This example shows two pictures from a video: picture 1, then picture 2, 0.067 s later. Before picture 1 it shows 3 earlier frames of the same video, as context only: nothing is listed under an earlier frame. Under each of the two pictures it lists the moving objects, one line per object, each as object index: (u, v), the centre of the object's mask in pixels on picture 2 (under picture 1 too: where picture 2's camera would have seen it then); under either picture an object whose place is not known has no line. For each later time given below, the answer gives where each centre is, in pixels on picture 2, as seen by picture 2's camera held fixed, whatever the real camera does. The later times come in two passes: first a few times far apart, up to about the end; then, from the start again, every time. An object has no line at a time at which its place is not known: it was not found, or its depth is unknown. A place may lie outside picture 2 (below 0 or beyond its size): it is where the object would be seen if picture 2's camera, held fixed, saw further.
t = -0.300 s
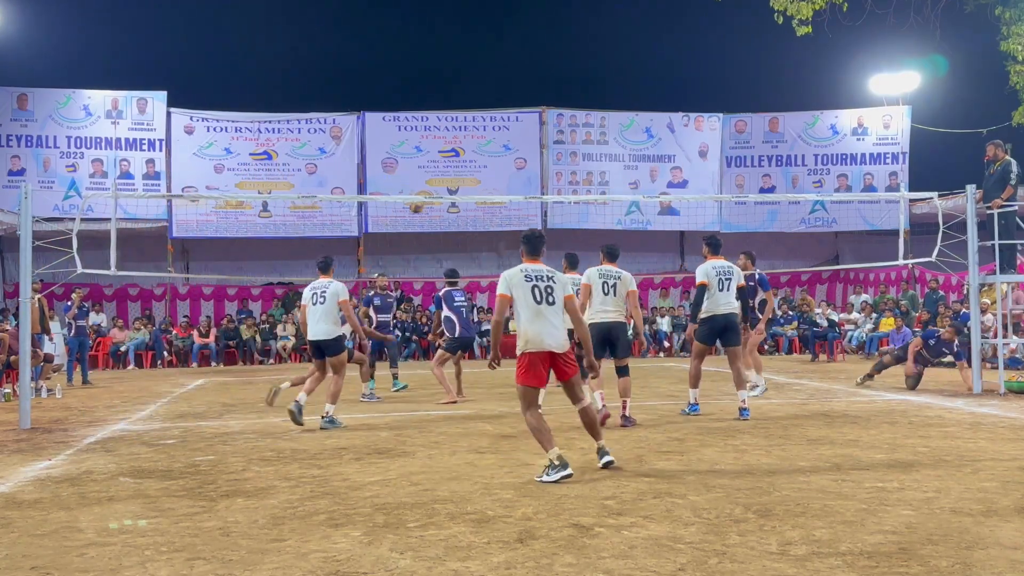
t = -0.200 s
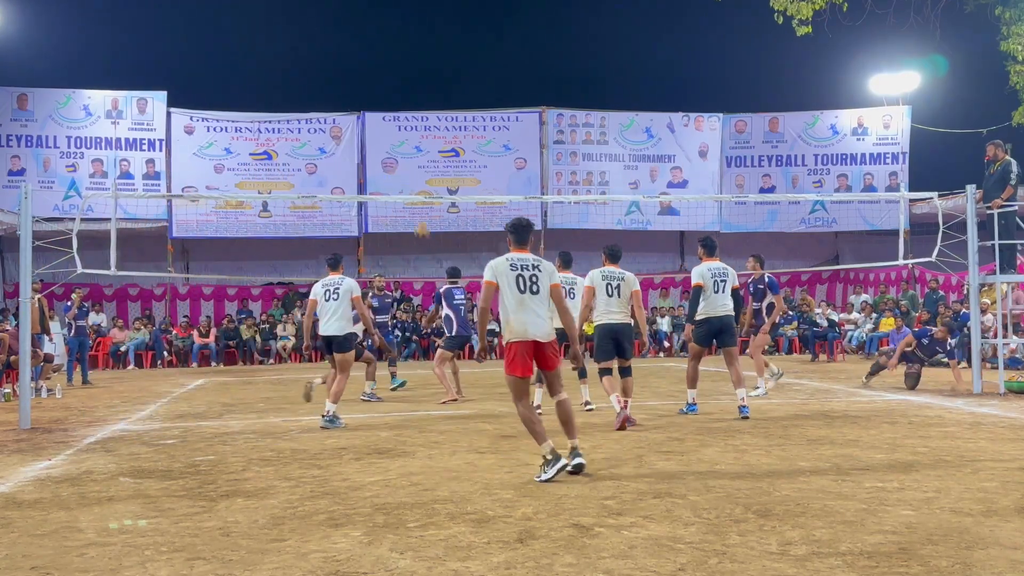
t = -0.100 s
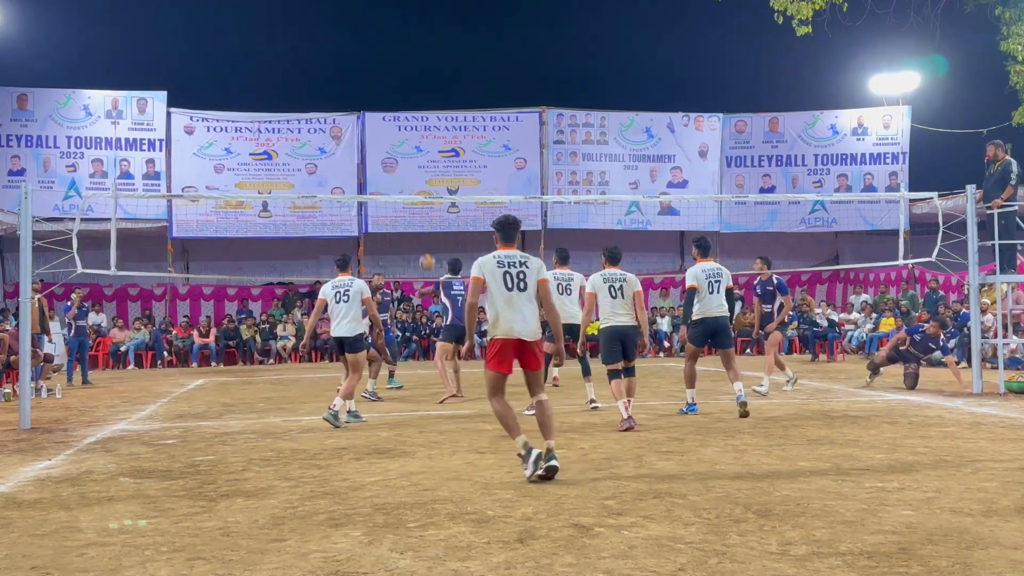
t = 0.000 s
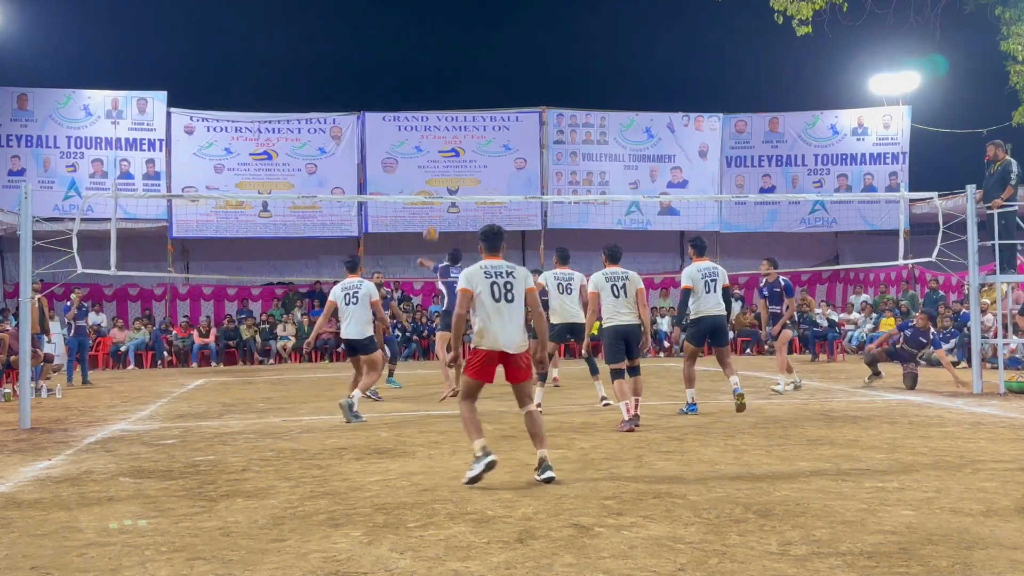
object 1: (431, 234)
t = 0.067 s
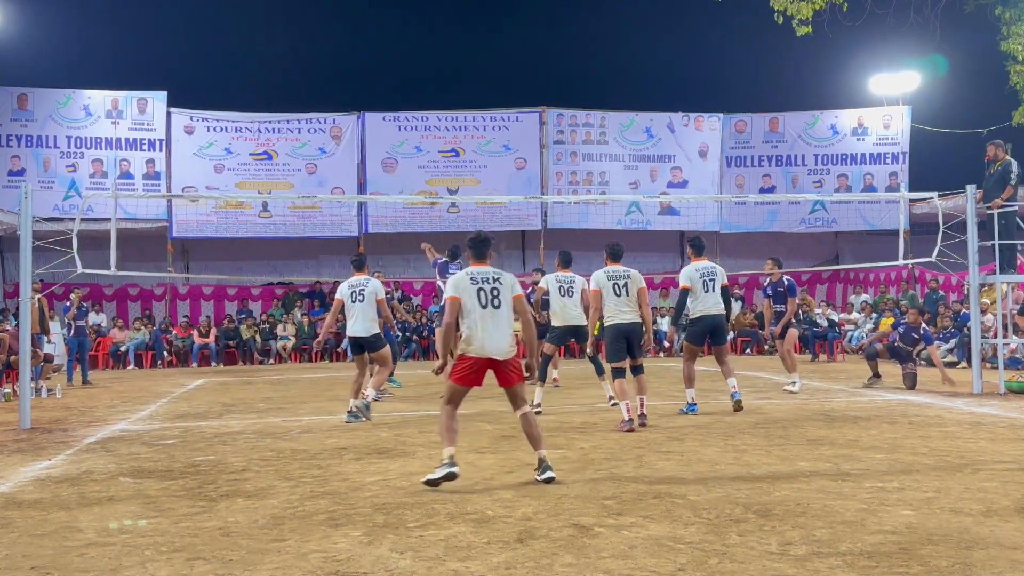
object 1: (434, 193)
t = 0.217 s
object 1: (436, 130)
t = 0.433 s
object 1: (440, 62)
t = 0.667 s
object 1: (444, 28)
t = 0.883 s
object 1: (449, 32)
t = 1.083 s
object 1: (454, 66)
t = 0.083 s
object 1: (433, 190)
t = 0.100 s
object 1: (433, 181)
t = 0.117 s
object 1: (433, 173)
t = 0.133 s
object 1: (433, 165)
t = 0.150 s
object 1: (434, 158)
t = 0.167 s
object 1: (434, 151)
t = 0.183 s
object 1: (435, 143)
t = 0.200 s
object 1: (435, 137)
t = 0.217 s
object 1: (436, 130)
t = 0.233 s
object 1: (436, 124)
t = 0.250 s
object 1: (437, 116)
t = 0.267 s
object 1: (437, 110)
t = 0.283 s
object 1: (437, 104)
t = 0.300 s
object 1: (437, 100)
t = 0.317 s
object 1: (437, 94)
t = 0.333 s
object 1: (438, 89)
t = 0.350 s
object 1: (438, 84)
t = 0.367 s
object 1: (438, 79)
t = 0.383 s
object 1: (439, 75)
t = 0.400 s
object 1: (439, 70)
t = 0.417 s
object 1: (439, 66)
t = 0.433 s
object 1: (440, 62)
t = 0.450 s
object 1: (440, 59)
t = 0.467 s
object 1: (440, 55)
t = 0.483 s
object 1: (440, 52)
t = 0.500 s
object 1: (441, 48)
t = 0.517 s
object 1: (441, 46)
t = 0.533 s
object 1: (441, 43)
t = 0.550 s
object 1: (442, 40)
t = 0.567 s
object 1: (442, 38)
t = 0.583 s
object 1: (442, 36)
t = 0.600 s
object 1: (443, 34)
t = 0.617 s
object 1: (443, 32)
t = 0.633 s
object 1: (443, 31)
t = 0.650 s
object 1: (444, 30)
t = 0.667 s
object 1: (444, 28)
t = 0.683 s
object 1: (445, 27)
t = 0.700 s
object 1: (445, 27)
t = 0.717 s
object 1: (445, 26)
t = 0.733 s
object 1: (446, 26)
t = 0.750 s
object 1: (446, 26)
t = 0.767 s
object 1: (446, 26)
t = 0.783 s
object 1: (447, 26)
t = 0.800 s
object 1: (447, 27)
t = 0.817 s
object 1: (448, 28)
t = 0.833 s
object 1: (448, 29)
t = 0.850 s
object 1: (448, 30)
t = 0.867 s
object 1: (449, 31)
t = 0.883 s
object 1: (449, 32)
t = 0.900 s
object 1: (450, 34)
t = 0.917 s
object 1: (450, 36)
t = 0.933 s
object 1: (450, 38)
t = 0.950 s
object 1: (451, 41)
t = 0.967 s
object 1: (451, 43)
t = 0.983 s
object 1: (452, 46)
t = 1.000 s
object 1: (452, 49)
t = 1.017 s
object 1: (452, 52)
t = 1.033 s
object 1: (453, 55)
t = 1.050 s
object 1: (453, 58)
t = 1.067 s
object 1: (453, 62)
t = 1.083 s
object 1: (454, 66)
